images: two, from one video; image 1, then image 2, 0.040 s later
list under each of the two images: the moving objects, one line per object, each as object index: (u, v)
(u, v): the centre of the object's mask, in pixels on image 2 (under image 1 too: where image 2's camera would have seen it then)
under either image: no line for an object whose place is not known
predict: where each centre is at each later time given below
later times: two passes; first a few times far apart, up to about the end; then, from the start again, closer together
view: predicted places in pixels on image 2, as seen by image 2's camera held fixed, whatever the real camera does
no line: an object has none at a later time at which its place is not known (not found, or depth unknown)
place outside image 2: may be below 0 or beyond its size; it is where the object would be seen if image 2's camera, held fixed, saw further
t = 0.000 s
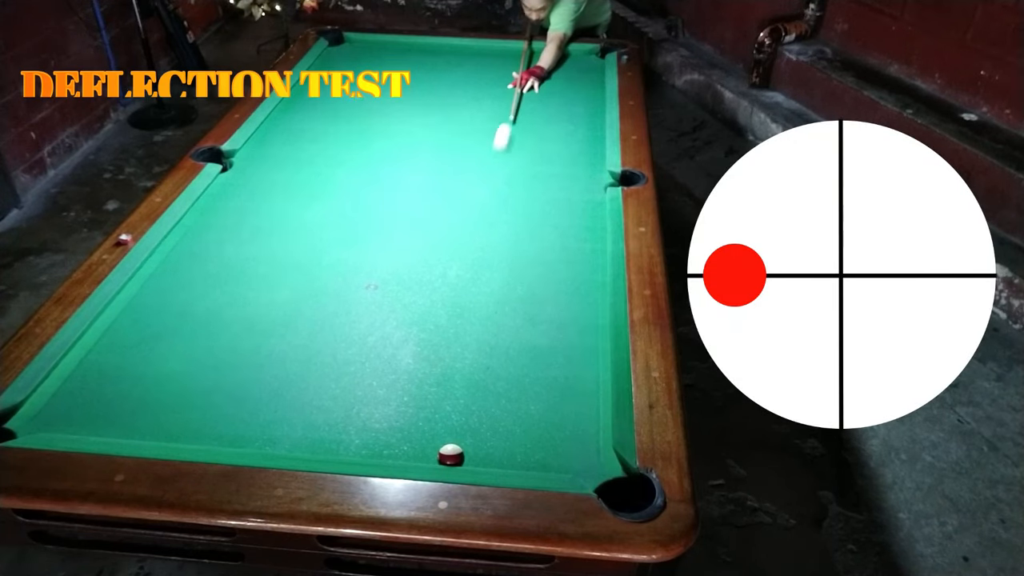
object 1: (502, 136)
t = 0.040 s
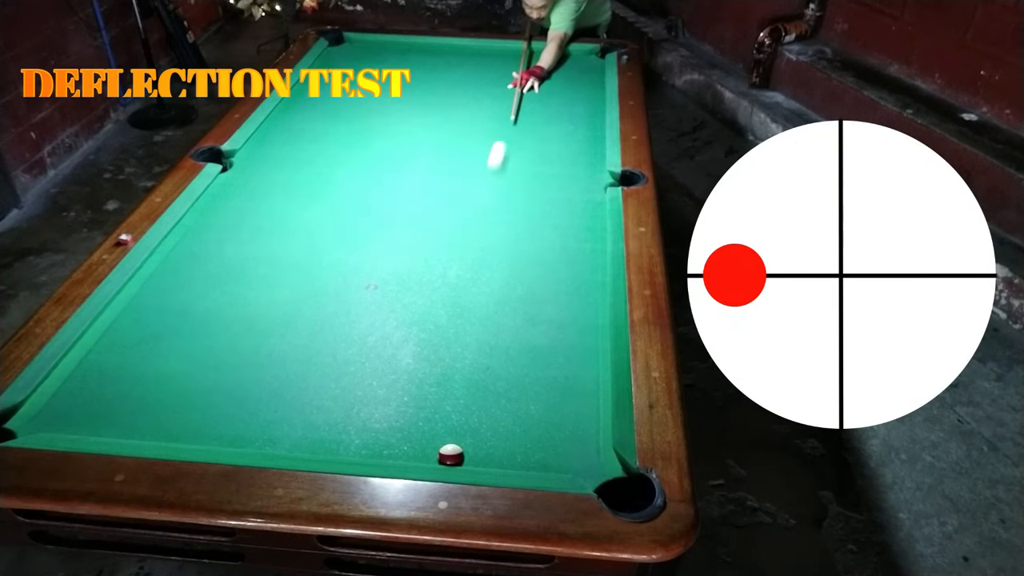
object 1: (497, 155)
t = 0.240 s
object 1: (466, 263)
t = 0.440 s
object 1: (426, 417)
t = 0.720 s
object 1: (498, 336)
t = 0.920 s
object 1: (544, 277)
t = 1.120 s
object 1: (581, 228)
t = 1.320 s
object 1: (591, 190)
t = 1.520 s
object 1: (579, 161)
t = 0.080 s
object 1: (491, 174)
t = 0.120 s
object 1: (485, 194)
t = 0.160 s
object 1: (479, 216)
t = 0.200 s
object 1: (473, 238)
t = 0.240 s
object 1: (466, 263)
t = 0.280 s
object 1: (460, 288)
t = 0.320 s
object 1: (452, 316)
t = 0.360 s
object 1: (445, 346)
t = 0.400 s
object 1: (436, 380)
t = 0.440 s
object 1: (426, 417)
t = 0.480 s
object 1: (418, 446)
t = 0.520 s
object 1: (432, 431)
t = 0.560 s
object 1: (448, 406)
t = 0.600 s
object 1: (462, 385)
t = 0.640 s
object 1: (476, 366)
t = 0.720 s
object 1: (498, 336)
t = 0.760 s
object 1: (508, 323)
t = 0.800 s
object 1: (518, 311)
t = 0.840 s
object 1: (527, 299)
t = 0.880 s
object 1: (536, 288)
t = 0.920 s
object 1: (544, 277)
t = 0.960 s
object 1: (552, 267)
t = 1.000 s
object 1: (560, 256)
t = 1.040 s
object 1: (567, 247)
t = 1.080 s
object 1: (574, 237)
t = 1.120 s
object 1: (581, 228)
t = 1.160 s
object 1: (587, 220)
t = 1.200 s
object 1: (594, 211)
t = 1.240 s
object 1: (596, 204)
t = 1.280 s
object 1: (593, 197)
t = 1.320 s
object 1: (591, 190)
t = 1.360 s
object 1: (588, 184)
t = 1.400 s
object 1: (586, 178)
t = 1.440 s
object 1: (584, 172)
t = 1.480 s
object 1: (581, 167)
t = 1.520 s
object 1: (579, 161)
